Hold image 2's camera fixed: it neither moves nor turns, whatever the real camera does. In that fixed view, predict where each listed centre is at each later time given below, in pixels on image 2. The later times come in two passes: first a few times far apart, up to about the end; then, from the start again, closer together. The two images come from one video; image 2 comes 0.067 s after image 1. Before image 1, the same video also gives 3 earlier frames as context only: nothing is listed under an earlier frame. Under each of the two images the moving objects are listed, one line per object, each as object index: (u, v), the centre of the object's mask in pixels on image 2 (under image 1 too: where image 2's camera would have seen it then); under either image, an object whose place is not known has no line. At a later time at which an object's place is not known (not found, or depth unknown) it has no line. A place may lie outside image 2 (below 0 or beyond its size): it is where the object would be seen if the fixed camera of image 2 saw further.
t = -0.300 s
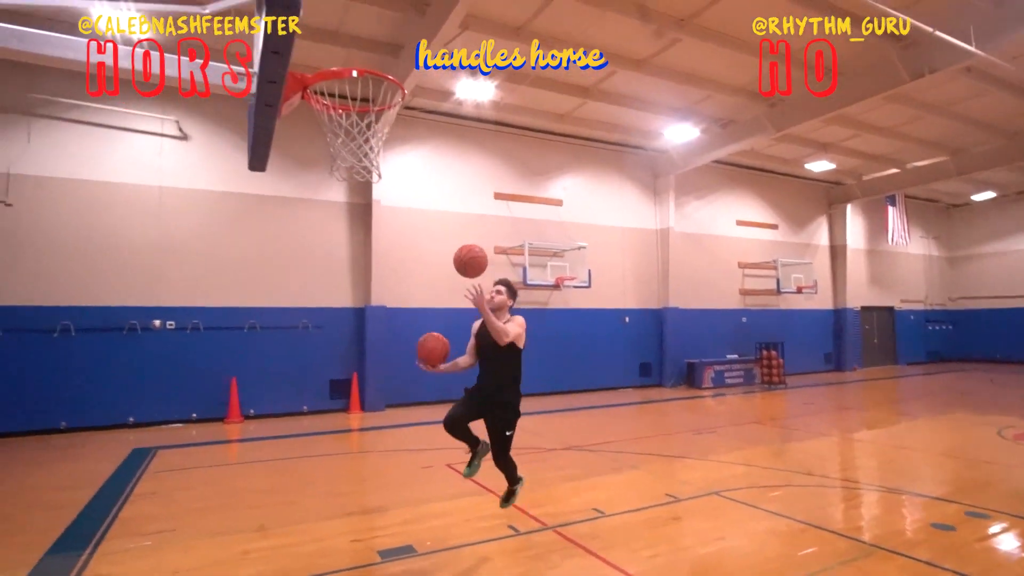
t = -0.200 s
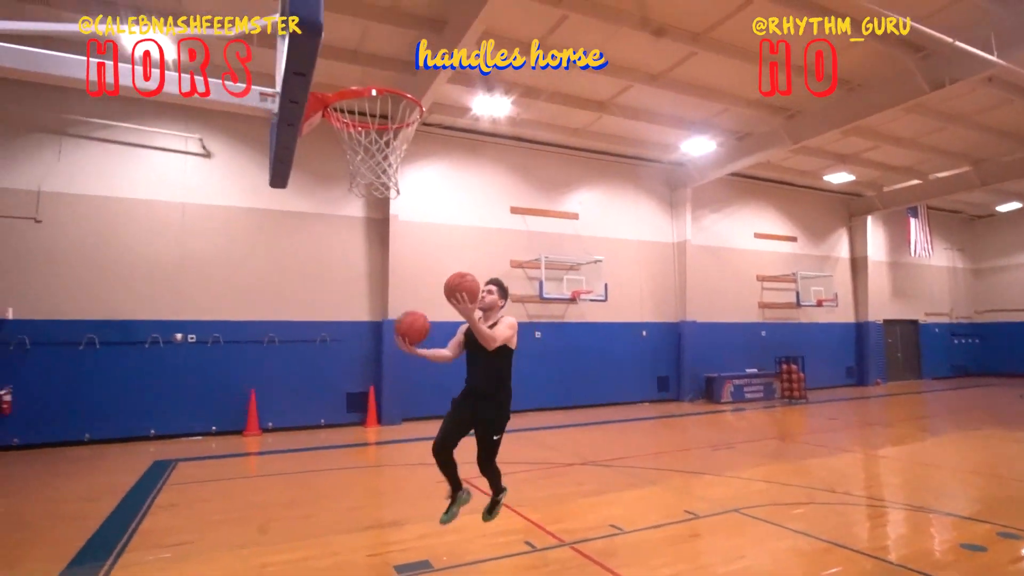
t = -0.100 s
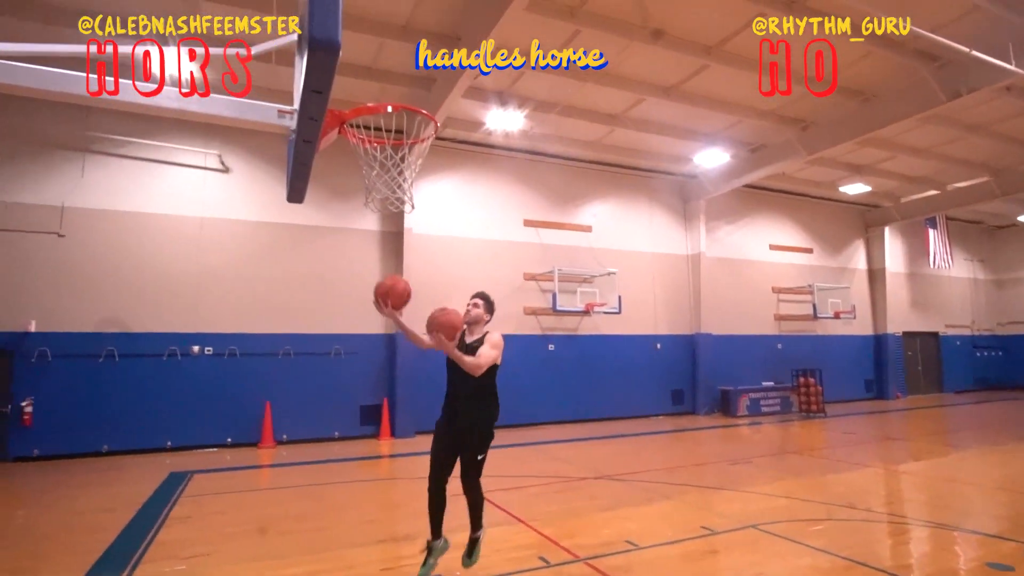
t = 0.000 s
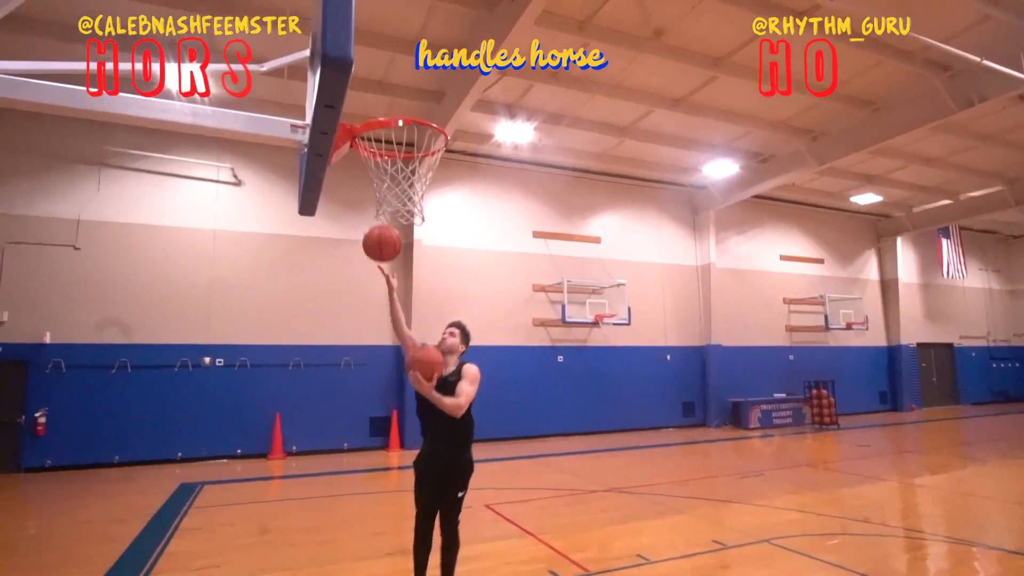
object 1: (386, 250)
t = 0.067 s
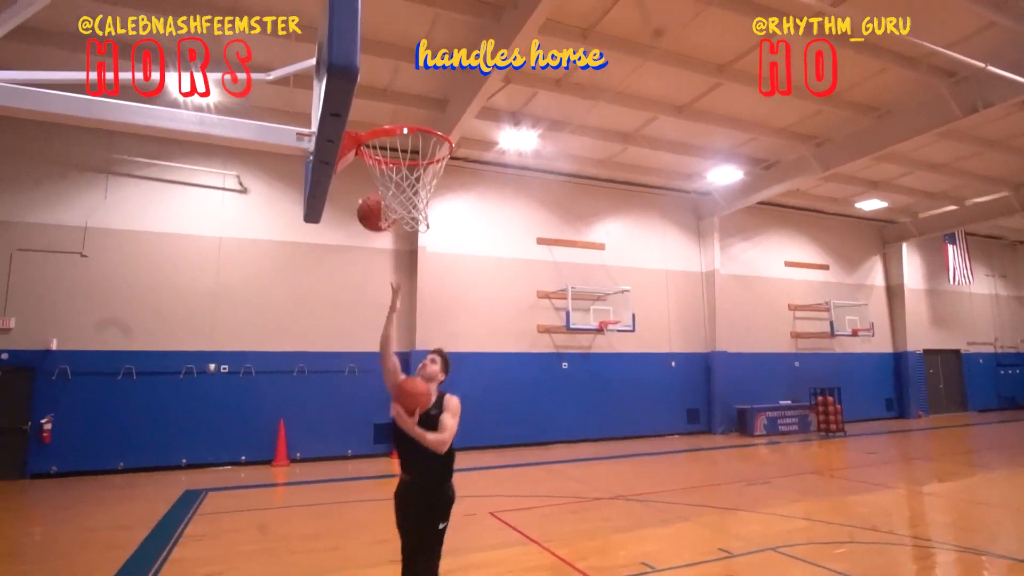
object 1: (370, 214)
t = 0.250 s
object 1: (358, 124)
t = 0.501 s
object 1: (408, 120)
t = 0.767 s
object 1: (393, 218)
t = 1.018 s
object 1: (388, 293)
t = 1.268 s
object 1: (380, 515)
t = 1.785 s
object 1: (393, 481)
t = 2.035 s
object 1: (411, 403)
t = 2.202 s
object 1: (425, 439)
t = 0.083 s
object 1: (369, 204)
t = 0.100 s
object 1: (367, 196)
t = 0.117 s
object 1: (364, 188)
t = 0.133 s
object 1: (362, 181)
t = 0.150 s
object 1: (360, 177)
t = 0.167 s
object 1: (358, 172)
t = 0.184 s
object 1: (358, 169)
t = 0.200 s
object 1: (358, 165)
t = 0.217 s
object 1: (358, 128)
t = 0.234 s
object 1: (358, 125)
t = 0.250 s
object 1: (358, 124)
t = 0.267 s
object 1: (360, 122)
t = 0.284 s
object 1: (362, 120)
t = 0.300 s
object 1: (364, 119)
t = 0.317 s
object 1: (367, 116)
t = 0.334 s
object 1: (369, 115)
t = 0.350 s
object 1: (372, 114)
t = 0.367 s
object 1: (375, 113)
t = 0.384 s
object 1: (379, 112)
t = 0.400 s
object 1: (383, 112)
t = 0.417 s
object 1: (388, 112)
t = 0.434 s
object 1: (391, 112)
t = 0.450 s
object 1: (396, 112)
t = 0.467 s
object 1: (400, 113)
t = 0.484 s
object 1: (404, 114)
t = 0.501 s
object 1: (408, 120)
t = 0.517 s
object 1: (413, 125)
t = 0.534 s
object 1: (417, 127)
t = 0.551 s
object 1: (421, 136)
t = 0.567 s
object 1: (425, 141)
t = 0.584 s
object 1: (429, 147)
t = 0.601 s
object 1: (428, 153)
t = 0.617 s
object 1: (426, 156)
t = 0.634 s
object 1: (423, 160)
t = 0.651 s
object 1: (417, 167)
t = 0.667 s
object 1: (414, 175)
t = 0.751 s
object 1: (396, 212)
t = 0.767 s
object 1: (393, 218)
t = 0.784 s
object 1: (392, 221)
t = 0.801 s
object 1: (392, 222)
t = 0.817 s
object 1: (392, 225)
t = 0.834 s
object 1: (392, 228)
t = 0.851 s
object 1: (391, 230)
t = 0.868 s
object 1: (391, 234)
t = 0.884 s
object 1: (391, 238)
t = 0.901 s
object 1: (390, 243)
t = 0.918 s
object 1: (390, 249)
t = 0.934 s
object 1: (389, 254)
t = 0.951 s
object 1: (389, 261)
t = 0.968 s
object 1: (388, 268)
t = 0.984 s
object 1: (388, 276)
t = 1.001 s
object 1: (388, 284)
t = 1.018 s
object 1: (388, 293)
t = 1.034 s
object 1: (387, 303)
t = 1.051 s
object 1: (387, 314)
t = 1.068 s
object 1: (387, 324)
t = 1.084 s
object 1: (386, 336)
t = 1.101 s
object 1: (386, 349)
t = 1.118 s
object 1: (385, 362)
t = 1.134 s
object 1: (385, 376)
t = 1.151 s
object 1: (385, 390)
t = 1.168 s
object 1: (383, 406)
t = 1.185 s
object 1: (383, 422)
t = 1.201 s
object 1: (383, 439)
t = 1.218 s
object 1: (382, 456)
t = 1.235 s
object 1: (381, 475)
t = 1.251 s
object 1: (381, 496)
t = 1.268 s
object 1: (380, 515)
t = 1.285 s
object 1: (379, 530)
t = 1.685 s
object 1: (386, 536)
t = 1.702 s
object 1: (386, 530)
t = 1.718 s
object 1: (388, 523)
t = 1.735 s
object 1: (390, 514)
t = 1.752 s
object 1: (391, 503)
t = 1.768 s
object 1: (392, 492)
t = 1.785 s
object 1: (393, 481)
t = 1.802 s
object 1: (394, 472)
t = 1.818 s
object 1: (395, 463)
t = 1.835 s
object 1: (397, 454)
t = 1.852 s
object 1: (398, 446)
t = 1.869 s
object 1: (399, 440)
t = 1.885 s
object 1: (400, 433)
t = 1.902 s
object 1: (401, 428)
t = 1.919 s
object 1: (402, 422)
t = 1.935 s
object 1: (403, 417)
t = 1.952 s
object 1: (405, 414)
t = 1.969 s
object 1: (406, 410)
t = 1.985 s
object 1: (407, 407)
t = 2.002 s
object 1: (408, 405)
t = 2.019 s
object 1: (410, 404)
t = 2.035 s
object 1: (411, 403)
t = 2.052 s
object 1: (412, 403)
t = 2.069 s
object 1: (414, 404)
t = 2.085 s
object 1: (415, 405)
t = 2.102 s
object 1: (416, 408)
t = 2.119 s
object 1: (418, 411)
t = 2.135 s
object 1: (419, 414)
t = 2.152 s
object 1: (421, 419)
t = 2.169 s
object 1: (422, 425)
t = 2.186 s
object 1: (423, 432)
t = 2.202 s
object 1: (425, 439)
